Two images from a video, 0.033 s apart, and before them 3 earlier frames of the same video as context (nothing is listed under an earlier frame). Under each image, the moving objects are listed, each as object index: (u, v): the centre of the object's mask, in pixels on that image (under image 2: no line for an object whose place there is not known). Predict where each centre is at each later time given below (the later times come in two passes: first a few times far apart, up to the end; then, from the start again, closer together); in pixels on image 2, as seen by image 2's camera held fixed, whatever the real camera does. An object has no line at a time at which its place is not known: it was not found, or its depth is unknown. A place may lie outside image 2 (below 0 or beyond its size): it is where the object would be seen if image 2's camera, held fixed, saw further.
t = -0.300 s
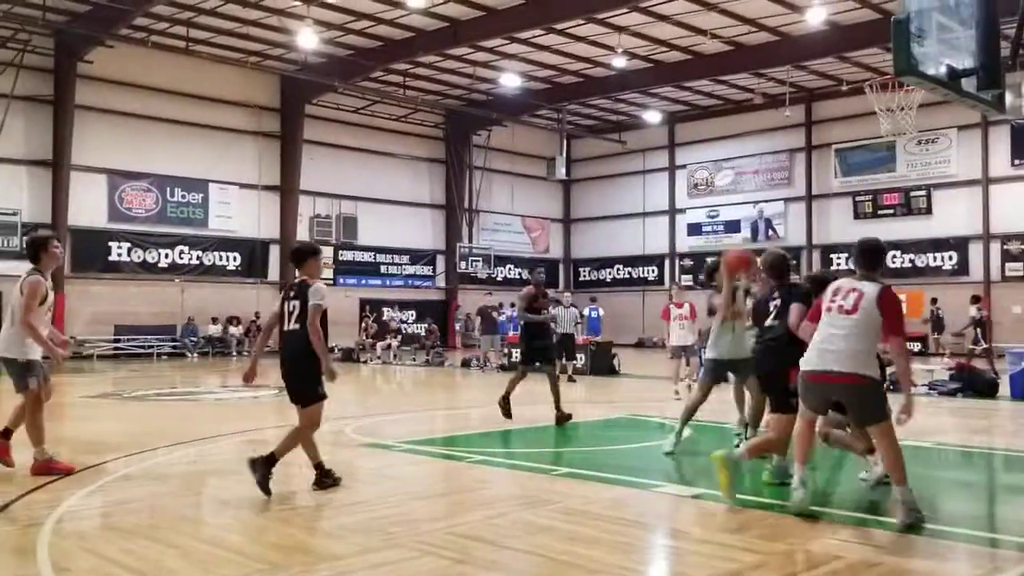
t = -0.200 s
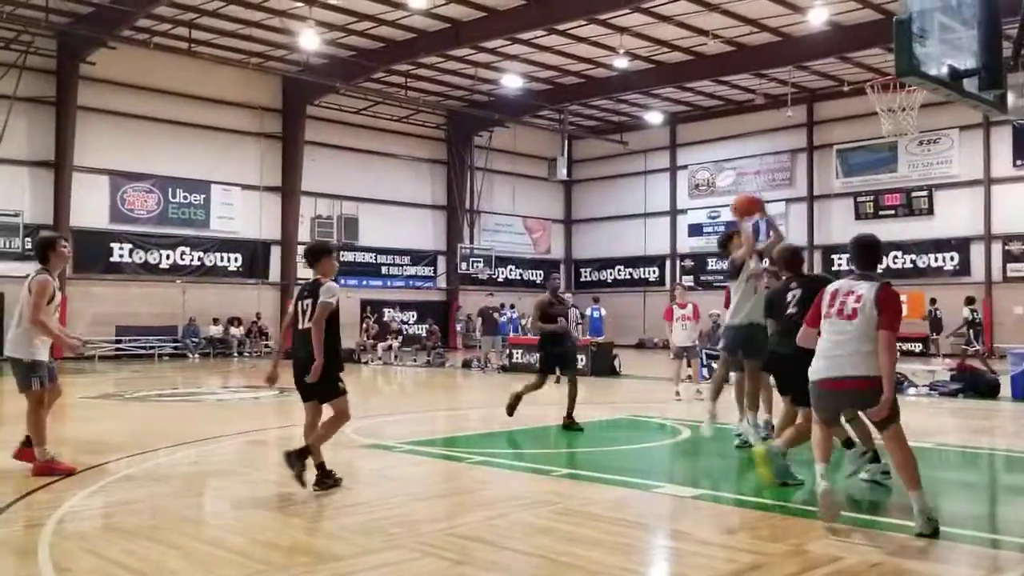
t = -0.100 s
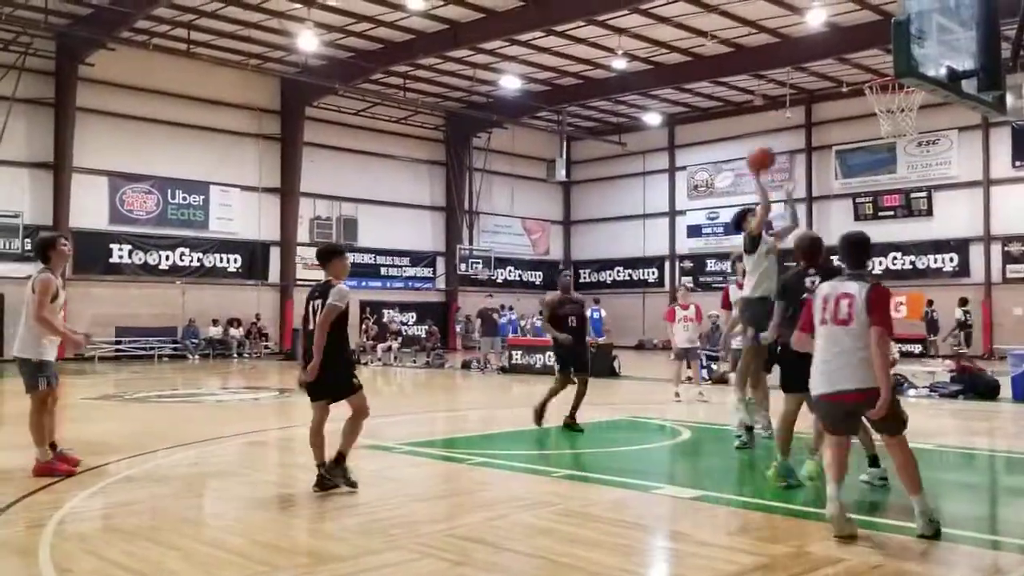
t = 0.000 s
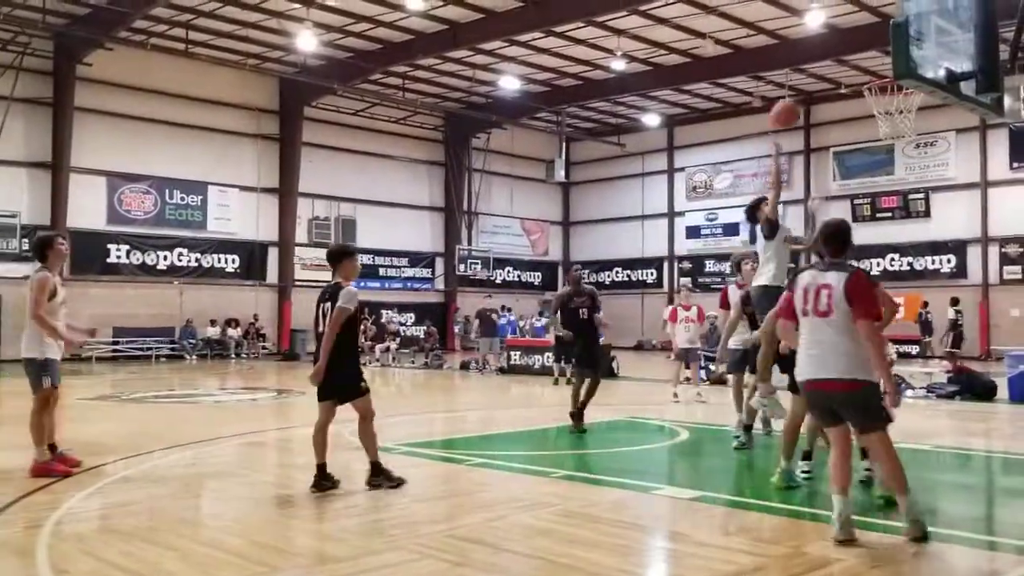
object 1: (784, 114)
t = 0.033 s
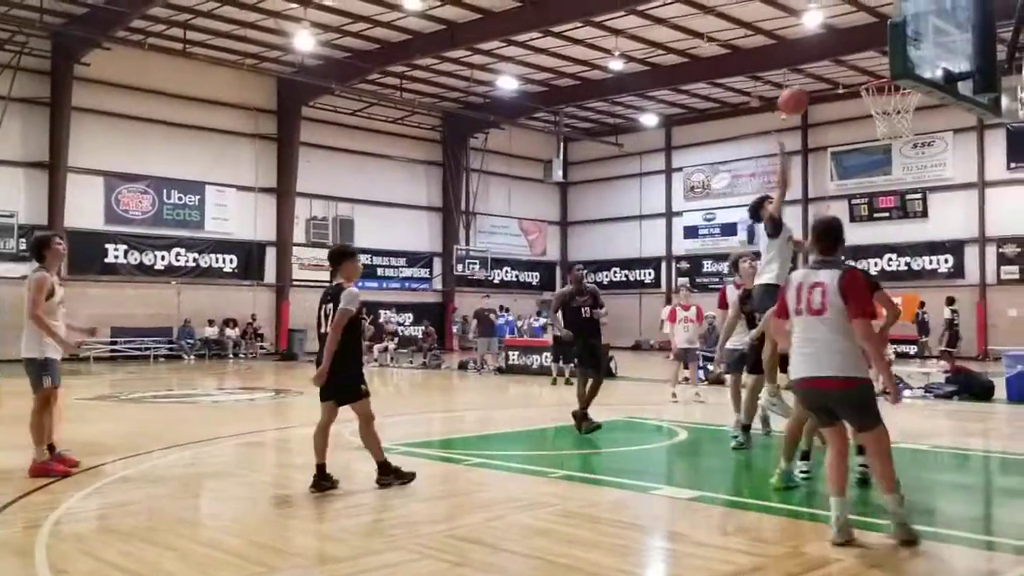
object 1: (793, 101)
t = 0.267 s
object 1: (870, 43)
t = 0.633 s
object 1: (892, 95)
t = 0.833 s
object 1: (877, 112)
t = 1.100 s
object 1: (907, 123)
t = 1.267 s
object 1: (918, 166)
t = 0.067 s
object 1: (804, 90)
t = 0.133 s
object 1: (825, 68)
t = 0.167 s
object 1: (835, 60)
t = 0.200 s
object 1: (846, 52)
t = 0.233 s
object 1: (856, 46)
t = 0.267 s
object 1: (870, 43)
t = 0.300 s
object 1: (878, 39)
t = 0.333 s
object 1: (885, 37)
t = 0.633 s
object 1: (892, 95)
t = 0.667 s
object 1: (888, 96)
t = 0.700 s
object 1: (883, 101)
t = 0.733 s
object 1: (879, 111)
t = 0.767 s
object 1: (877, 114)
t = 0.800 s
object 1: (877, 113)
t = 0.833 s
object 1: (877, 112)
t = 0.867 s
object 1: (879, 111)
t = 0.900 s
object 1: (882, 111)
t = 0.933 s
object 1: (887, 110)
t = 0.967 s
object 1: (892, 111)
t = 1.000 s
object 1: (896, 114)
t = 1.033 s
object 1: (901, 117)
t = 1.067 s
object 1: (905, 122)
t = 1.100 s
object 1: (907, 123)
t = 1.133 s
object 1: (909, 129)
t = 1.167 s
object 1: (912, 136)
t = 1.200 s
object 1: (915, 145)
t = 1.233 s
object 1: (916, 153)
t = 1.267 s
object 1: (918, 166)
